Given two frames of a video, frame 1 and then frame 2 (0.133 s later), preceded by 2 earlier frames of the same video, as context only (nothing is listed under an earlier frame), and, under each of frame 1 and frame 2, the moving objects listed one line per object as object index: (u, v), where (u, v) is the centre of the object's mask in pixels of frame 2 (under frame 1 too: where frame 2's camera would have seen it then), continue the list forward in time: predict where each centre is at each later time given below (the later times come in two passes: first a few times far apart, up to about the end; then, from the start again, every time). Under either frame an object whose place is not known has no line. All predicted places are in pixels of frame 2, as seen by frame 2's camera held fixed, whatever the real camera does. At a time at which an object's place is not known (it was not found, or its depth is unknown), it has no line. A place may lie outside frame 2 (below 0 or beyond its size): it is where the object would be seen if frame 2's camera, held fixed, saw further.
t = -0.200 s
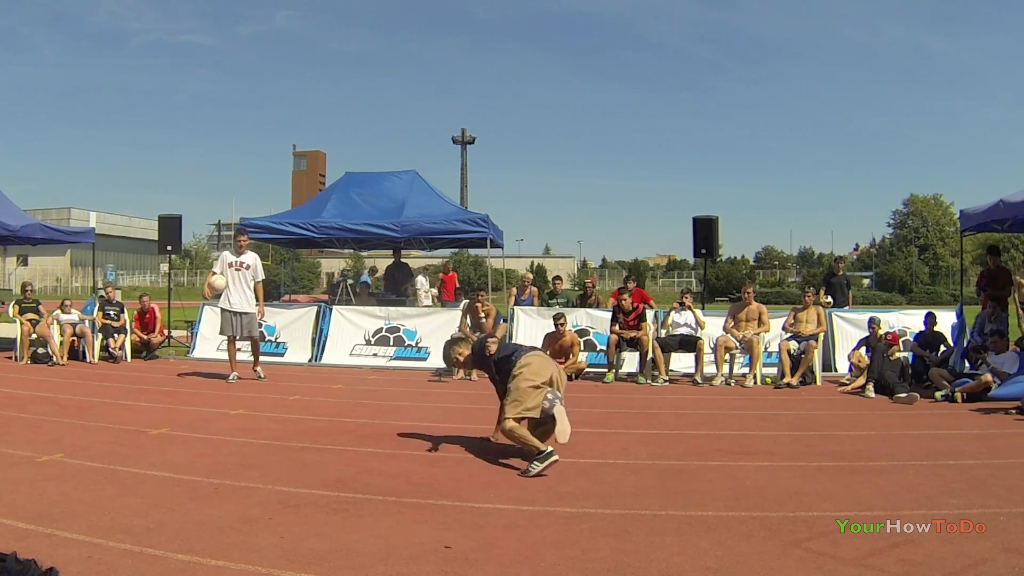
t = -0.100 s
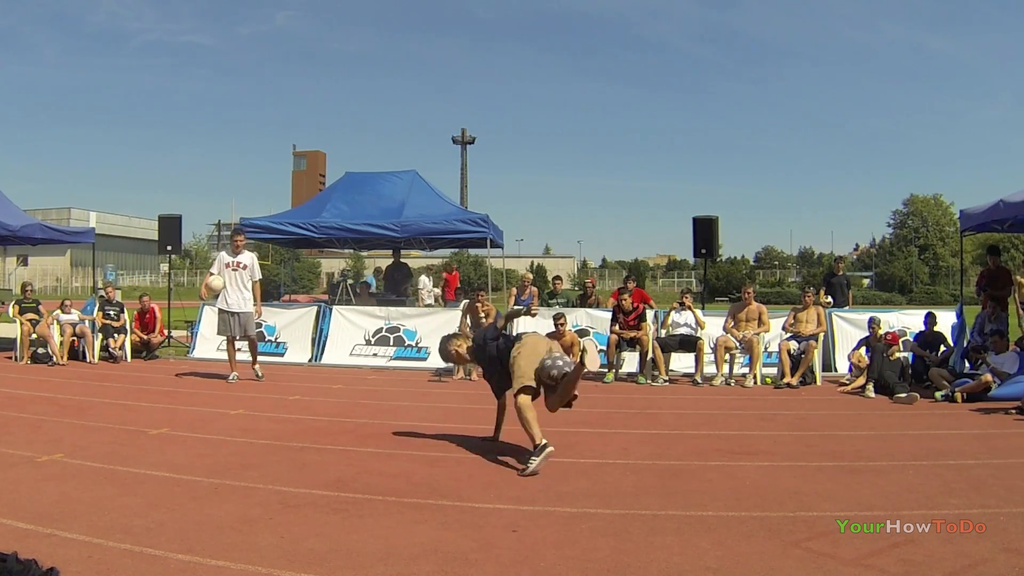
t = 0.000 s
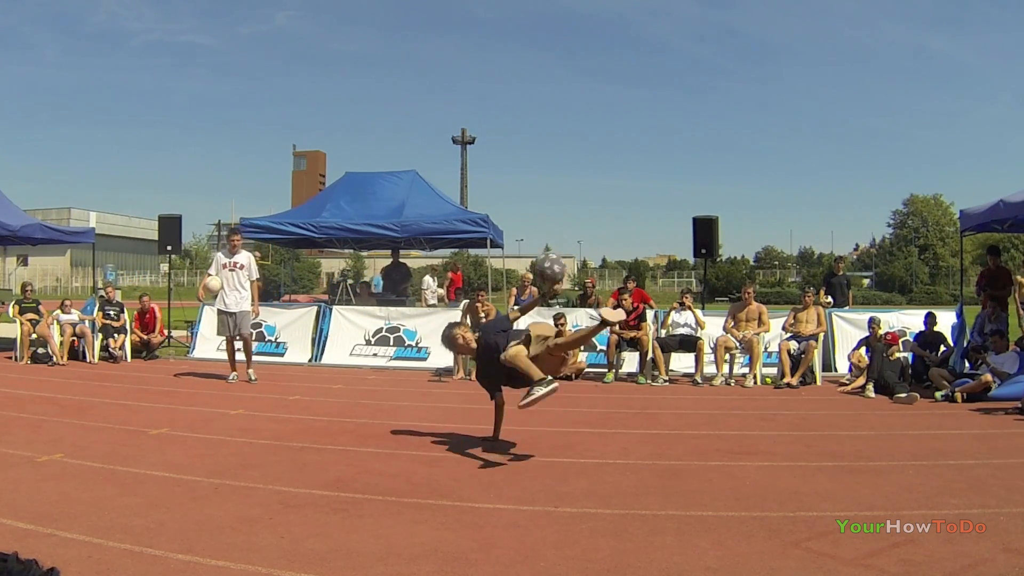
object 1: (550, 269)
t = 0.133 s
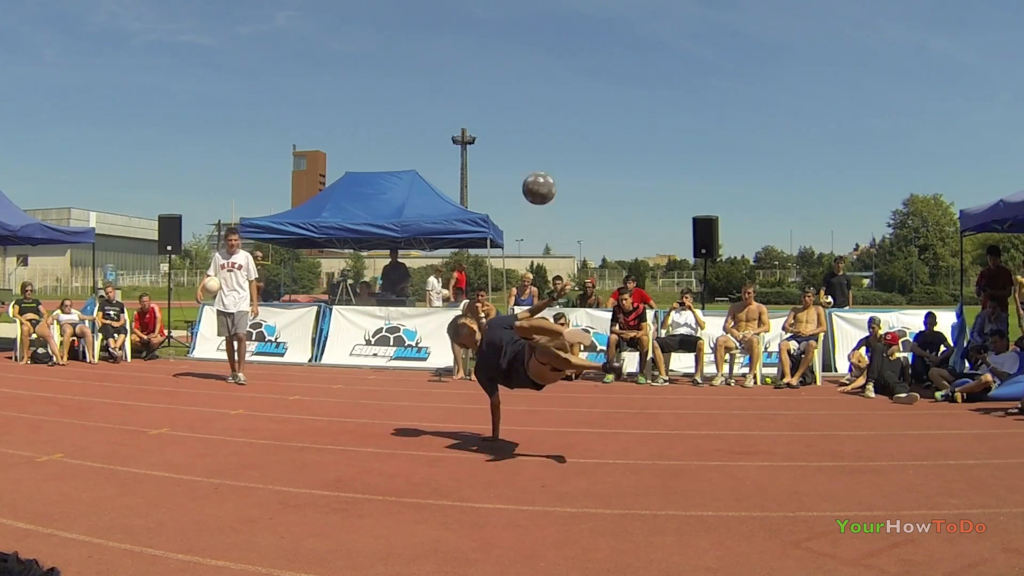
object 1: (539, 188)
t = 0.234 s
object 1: (531, 147)
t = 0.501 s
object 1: (512, 115)
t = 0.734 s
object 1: (496, 177)
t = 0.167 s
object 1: (536, 173)
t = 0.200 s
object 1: (534, 159)
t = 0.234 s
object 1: (531, 147)
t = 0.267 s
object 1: (529, 137)
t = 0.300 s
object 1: (526, 129)
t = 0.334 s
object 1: (524, 122)
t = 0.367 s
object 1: (521, 117)
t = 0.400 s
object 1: (519, 114)
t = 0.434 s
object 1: (517, 113)
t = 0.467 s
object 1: (514, 113)
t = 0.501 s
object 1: (512, 115)
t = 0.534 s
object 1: (509, 119)
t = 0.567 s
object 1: (507, 125)
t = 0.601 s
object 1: (505, 131)
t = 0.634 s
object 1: (502, 140)
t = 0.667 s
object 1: (500, 151)
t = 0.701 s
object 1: (498, 163)
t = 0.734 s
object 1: (496, 177)
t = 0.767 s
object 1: (493, 193)
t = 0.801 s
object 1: (491, 210)
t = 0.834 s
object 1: (489, 230)
